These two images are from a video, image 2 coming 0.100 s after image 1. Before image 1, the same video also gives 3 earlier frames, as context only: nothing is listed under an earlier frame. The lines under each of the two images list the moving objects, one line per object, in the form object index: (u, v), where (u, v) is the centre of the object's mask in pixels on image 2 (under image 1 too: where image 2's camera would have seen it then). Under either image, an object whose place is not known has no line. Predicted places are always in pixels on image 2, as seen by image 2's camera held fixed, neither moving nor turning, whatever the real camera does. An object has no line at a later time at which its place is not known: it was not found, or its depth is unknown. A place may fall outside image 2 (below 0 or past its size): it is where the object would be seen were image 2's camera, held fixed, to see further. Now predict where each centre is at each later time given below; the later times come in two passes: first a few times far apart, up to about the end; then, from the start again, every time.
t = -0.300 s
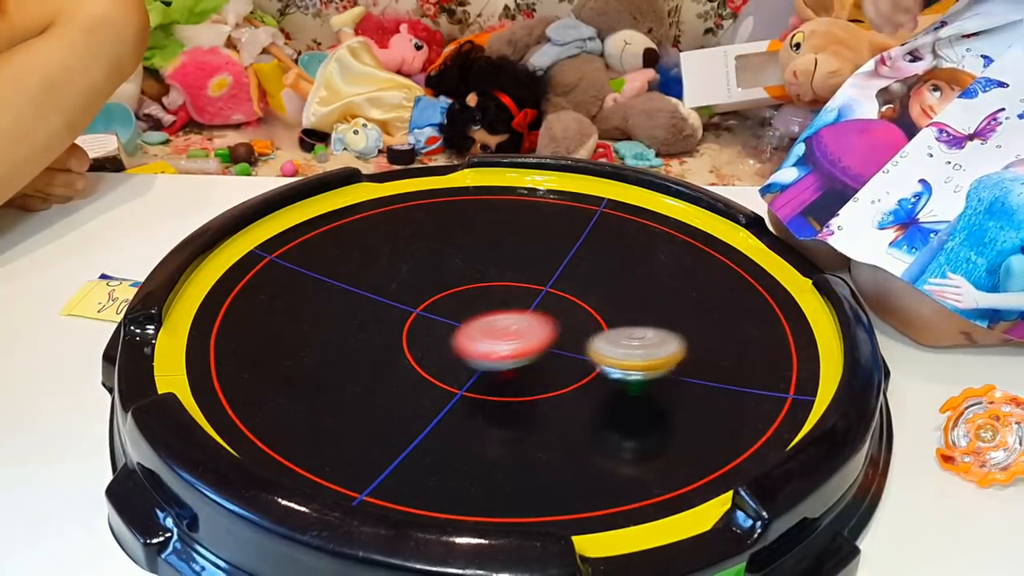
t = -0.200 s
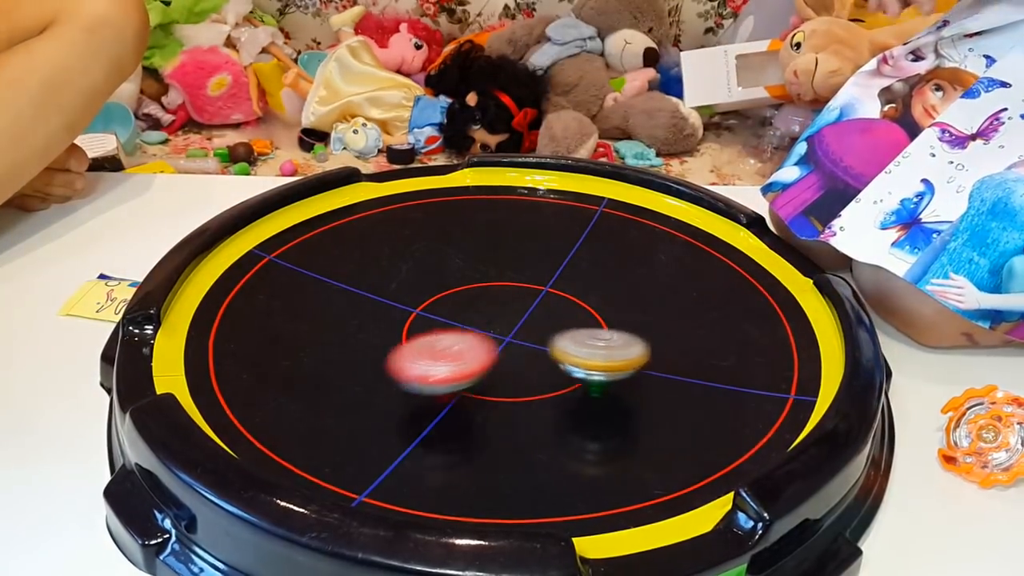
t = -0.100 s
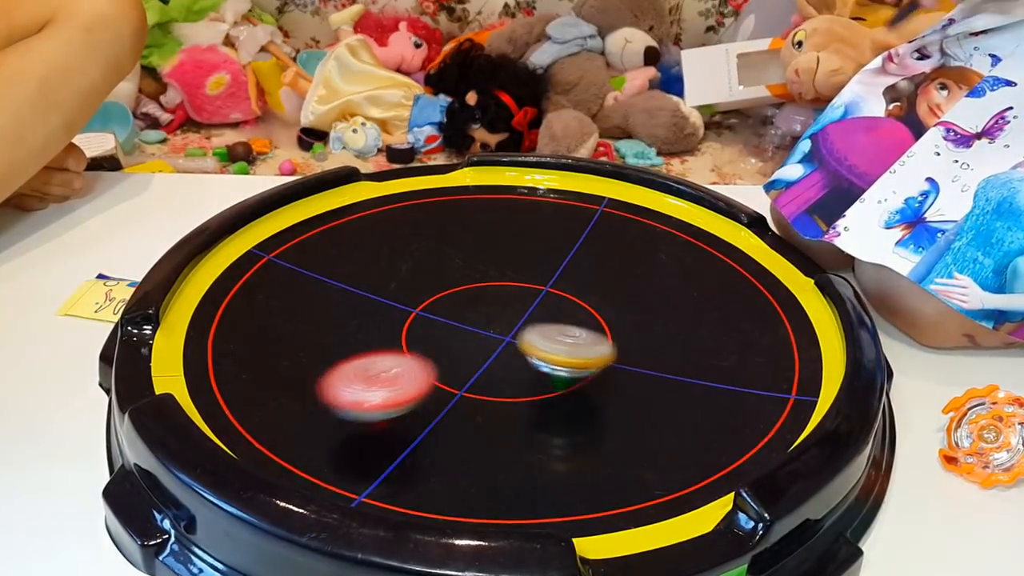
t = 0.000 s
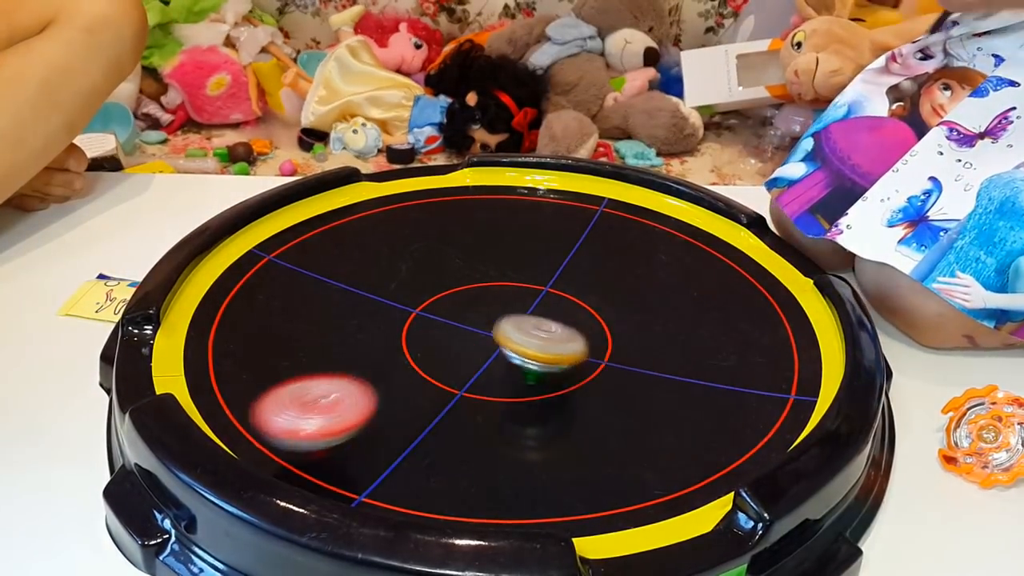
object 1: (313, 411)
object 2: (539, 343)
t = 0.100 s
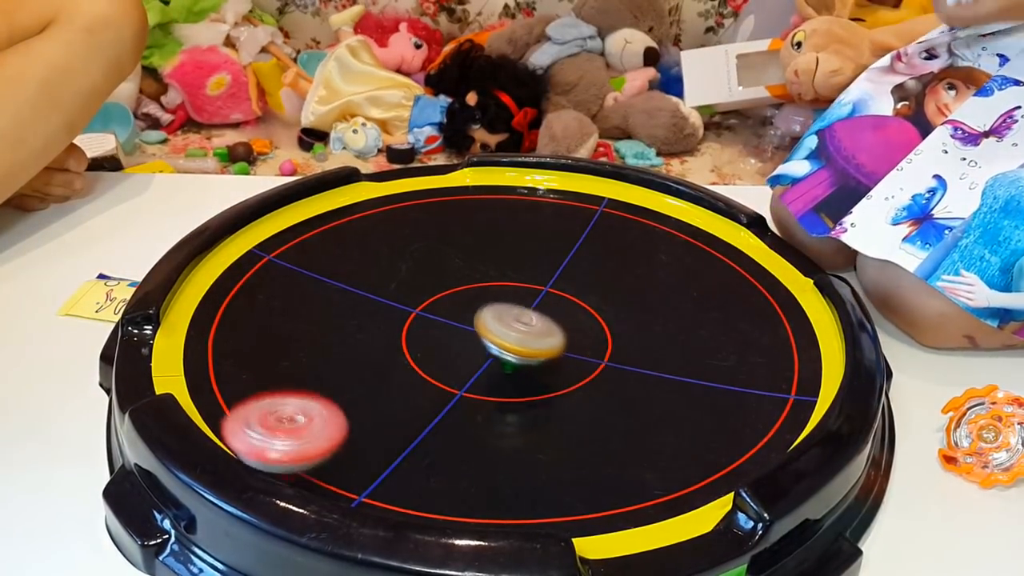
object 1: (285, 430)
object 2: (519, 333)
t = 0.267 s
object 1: (358, 409)
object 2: (495, 317)
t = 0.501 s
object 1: (409, 330)
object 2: (485, 296)
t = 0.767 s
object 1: (284, 279)
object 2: (630, 255)
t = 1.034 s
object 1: (244, 273)
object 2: (683, 257)
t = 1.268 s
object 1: (376, 280)
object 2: (684, 278)
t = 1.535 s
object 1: (527, 269)
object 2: (634, 305)
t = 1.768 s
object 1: (638, 245)
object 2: (572, 306)
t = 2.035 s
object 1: (718, 215)
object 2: (537, 291)
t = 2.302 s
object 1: (661, 244)
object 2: (551, 277)
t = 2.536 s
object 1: (726, 279)
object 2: (454, 289)
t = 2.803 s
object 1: (795, 299)
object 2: (372, 310)
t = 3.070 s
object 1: (705, 338)
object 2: (330, 304)
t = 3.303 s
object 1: (596, 374)
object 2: (332, 295)
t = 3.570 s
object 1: (456, 394)
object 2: (396, 293)
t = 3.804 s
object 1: (337, 387)
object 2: (481, 296)
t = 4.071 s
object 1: (245, 358)
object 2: (564, 309)
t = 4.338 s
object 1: (231, 341)
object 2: (614, 333)
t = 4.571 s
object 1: (309, 308)
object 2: (622, 356)
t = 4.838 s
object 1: (416, 270)
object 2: (592, 359)
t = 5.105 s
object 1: (518, 238)
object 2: (531, 338)
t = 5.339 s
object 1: (598, 222)
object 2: (486, 306)
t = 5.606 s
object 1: (674, 212)
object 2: (472, 273)
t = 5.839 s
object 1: (691, 221)
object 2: (489, 251)
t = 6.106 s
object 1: (678, 266)
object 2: (516, 247)
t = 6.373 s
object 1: (630, 321)
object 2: (532, 269)
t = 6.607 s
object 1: (565, 368)
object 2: (543, 305)
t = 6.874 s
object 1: (471, 404)
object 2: (530, 342)
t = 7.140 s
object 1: (381, 407)
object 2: (501, 365)
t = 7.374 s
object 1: (336, 381)
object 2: (483, 360)
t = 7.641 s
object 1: (322, 331)
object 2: (481, 329)
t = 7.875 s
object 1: (341, 290)
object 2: (495, 295)
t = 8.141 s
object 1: (392, 252)
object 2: (531, 271)
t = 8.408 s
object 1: (458, 231)
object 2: (567, 261)
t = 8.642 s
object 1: (525, 226)
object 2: (581, 263)
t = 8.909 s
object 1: (574, 211)
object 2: (571, 299)
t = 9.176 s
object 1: (593, 215)
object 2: (521, 301)
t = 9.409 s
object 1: (601, 243)
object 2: (514, 283)
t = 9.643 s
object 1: (641, 286)
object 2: (477, 267)
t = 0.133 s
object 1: (296, 434)
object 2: (513, 329)
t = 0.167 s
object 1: (312, 431)
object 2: (509, 326)
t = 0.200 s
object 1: (328, 426)
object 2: (504, 323)
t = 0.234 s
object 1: (344, 418)
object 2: (500, 320)
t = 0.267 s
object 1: (358, 409)
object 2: (495, 317)
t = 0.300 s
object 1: (369, 399)
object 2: (490, 313)
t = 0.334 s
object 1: (378, 388)
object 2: (488, 310)
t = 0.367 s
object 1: (387, 377)
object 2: (486, 307)
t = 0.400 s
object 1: (394, 364)
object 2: (486, 304)
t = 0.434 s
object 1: (401, 353)
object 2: (485, 301)
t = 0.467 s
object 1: (406, 341)
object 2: (484, 298)
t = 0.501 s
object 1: (409, 330)
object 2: (485, 296)
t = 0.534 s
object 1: (400, 320)
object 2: (495, 293)
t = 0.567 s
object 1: (378, 314)
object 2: (521, 285)
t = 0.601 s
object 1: (360, 308)
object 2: (546, 277)
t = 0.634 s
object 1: (343, 302)
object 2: (566, 271)
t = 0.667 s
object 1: (328, 295)
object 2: (584, 265)
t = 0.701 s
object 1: (313, 290)
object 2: (601, 260)
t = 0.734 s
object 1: (299, 284)
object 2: (617, 257)
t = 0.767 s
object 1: (284, 279)
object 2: (630, 255)
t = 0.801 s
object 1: (273, 275)
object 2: (641, 254)
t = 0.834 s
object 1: (262, 272)
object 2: (650, 253)
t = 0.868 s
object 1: (249, 268)
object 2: (658, 252)
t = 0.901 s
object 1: (237, 265)
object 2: (665, 253)
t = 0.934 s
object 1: (225, 263)
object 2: (672, 253)
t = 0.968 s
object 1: (220, 263)
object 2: (677, 255)
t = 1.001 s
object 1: (228, 267)
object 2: (680, 255)
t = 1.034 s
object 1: (244, 273)
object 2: (683, 257)
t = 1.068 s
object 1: (263, 277)
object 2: (685, 259)
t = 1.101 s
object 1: (277, 278)
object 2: (686, 262)
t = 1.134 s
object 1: (296, 279)
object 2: (687, 264)
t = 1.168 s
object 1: (315, 279)
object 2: (688, 267)
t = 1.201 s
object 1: (336, 280)
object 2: (688, 271)
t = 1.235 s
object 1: (355, 280)
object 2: (687, 274)
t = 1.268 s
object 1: (376, 280)
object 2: (684, 278)
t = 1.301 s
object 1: (395, 280)
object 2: (681, 282)
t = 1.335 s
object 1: (415, 279)
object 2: (676, 286)
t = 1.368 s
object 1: (434, 278)
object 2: (671, 291)
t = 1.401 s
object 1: (453, 277)
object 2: (664, 294)
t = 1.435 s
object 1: (472, 275)
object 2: (657, 297)
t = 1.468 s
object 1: (491, 273)
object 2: (650, 301)
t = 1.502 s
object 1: (510, 271)
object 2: (642, 303)
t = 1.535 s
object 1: (527, 269)
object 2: (634, 305)
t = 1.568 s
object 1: (545, 266)
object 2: (626, 307)
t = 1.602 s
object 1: (561, 262)
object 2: (617, 308)
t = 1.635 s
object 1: (577, 258)
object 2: (607, 308)
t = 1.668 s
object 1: (593, 255)
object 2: (598, 308)
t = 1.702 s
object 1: (608, 252)
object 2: (589, 308)
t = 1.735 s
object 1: (623, 249)
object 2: (580, 306)
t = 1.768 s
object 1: (638, 245)
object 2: (572, 306)
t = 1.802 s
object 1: (651, 241)
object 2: (565, 304)
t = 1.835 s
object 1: (663, 239)
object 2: (559, 303)
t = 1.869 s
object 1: (675, 236)
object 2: (553, 301)
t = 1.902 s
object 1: (687, 233)
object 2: (548, 299)
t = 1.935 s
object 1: (700, 228)
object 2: (544, 297)
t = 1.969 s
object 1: (708, 223)
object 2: (541, 295)
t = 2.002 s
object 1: (714, 219)
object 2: (538, 293)
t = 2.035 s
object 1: (718, 215)
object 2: (537, 291)
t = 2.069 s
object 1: (714, 212)
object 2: (535, 289)
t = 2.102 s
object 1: (707, 214)
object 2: (535, 287)
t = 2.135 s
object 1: (699, 216)
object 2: (537, 284)
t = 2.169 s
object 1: (691, 220)
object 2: (539, 282)
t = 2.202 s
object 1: (683, 225)
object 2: (541, 281)
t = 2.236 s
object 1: (674, 232)
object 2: (544, 280)
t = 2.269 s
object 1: (667, 238)
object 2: (547, 278)
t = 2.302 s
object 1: (661, 244)
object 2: (551, 277)
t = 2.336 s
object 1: (655, 250)
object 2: (555, 276)
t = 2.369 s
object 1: (647, 258)
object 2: (560, 276)
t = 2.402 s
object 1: (654, 264)
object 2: (550, 277)
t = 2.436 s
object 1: (677, 268)
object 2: (519, 280)
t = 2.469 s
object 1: (697, 271)
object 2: (493, 283)
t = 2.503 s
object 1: (713, 276)
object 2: (471, 286)
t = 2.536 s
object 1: (726, 279)
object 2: (454, 289)
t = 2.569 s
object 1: (739, 282)
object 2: (440, 292)
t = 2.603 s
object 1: (753, 285)
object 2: (427, 296)
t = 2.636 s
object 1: (766, 287)
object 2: (414, 299)
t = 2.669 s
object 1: (777, 289)
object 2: (404, 302)
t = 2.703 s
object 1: (786, 291)
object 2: (395, 305)
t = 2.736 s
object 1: (794, 293)
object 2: (386, 306)
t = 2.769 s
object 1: (798, 296)
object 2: (379, 308)
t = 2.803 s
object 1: (795, 299)
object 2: (372, 310)
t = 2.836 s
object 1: (788, 303)
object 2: (366, 311)
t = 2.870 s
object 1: (777, 307)
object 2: (360, 311)
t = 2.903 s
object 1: (766, 312)
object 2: (354, 311)
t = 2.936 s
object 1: (755, 316)
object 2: (348, 310)
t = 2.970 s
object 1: (744, 321)
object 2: (344, 309)
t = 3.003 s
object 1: (732, 326)
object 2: (339, 308)
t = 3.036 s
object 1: (719, 333)
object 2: (334, 306)
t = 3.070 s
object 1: (705, 338)
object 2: (330, 304)
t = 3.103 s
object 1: (690, 344)
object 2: (328, 303)
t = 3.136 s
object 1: (676, 349)
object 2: (326, 301)
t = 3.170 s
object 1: (661, 355)
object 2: (324, 300)
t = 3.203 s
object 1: (645, 360)
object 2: (325, 299)
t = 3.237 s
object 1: (628, 365)
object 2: (327, 297)
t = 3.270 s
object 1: (613, 369)
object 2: (329, 296)
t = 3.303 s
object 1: (596, 374)
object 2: (332, 295)
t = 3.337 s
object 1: (580, 378)
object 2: (336, 294)
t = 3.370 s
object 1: (562, 382)
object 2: (341, 294)
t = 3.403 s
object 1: (545, 385)
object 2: (347, 293)
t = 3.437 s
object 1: (529, 387)
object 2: (353, 293)
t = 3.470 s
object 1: (510, 389)
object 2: (363, 293)
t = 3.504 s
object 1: (493, 391)
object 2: (373, 293)
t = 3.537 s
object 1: (473, 393)
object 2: (384, 293)
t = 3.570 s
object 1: (456, 394)
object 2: (396, 293)
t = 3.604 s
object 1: (436, 394)
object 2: (408, 293)
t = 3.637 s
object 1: (419, 394)
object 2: (420, 293)
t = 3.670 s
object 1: (401, 393)
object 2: (432, 293)
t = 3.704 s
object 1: (385, 392)
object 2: (445, 294)
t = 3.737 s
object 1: (368, 391)
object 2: (458, 294)
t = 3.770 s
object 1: (352, 390)
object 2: (470, 295)
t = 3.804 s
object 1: (337, 387)
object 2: (481, 296)
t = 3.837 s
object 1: (322, 385)
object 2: (495, 297)
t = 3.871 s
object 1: (308, 382)
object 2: (507, 299)
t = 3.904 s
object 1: (296, 379)
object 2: (518, 300)
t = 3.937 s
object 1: (284, 375)
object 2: (528, 302)
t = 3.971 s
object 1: (273, 371)
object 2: (538, 304)
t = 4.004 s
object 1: (263, 367)
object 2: (548, 305)
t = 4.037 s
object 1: (254, 363)
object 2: (555, 306)
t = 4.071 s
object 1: (245, 358)
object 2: (564, 309)
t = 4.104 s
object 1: (238, 354)
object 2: (572, 311)
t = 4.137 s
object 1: (231, 350)
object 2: (580, 314)
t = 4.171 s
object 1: (224, 346)
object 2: (586, 317)
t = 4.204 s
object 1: (219, 344)
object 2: (594, 320)
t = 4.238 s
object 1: (218, 343)
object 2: (601, 323)
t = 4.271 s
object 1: (219, 342)
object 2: (605, 326)
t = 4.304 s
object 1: (224, 342)
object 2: (610, 329)
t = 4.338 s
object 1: (231, 341)
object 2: (614, 333)
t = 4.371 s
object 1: (239, 337)
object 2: (616, 337)
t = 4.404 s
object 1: (248, 332)
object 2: (620, 341)
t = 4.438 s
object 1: (260, 328)
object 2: (622, 345)
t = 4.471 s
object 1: (272, 323)
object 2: (623, 348)
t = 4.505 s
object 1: (284, 318)
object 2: (623, 351)
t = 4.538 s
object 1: (297, 313)
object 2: (623, 354)
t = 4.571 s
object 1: (309, 308)
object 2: (622, 356)
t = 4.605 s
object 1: (323, 302)
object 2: (620, 357)
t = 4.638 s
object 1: (336, 297)
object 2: (618, 359)
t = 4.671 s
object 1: (349, 292)
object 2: (615, 361)
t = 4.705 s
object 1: (364, 287)
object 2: (611, 361)
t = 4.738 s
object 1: (377, 283)
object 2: (607, 362)
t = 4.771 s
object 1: (390, 279)
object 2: (603, 361)
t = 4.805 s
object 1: (403, 274)
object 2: (598, 361)
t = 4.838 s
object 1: (416, 270)
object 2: (592, 359)
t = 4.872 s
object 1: (430, 266)
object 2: (585, 358)
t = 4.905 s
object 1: (442, 261)
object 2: (577, 356)
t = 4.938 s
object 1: (455, 257)
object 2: (568, 353)
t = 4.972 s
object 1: (468, 253)
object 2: (561, 351)
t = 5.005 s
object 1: (481, 249)
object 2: (553, 349)
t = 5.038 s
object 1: (493, 246)
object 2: (546, 345)
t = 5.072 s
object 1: (506, 242)
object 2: (539, 342)
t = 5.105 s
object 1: (518, 238)
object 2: (531, 338)
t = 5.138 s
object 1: (530, 236)
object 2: (523, 334)
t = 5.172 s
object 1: (541, 232)
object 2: (516, 329)
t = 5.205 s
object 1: (553, 230)
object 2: (509, 325)
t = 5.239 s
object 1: (565, 227)
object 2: (502, 320)
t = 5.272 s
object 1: (576, 225)
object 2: (497, 315)
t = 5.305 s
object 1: (587, 223)
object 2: (491, 310)
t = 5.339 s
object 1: (598, 222)
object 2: (486, 306)
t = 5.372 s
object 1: (609, 221)
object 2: (482, 300)
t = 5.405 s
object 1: (620, 219)
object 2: (478, 295)
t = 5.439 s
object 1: (629, 218)
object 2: (475, 291)
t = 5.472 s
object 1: (639, 217)
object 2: (472, 288)
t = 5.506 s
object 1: (649, 214)
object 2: (472, 284)
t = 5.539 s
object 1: (658, 213)
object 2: (471, 280)
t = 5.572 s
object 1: (666, 212)
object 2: (471, 277)
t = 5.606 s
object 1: (674, 212)
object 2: (472, 273)
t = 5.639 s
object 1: (681, 212)
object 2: (474, 269)
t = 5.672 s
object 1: (685, 213)
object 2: (476, 266)
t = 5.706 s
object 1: (688, 213)
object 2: (478, 263)
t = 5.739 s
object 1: (690, 215)
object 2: (481, 259)
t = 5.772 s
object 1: (692, 216)
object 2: (484, 256)
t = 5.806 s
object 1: (692, 218)
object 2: (487, 253)
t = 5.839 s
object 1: (691, 221)
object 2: (489, 251)
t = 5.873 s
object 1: (690, 225)
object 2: (491, 250)
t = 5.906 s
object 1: (688, 231)
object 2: (496, 249)
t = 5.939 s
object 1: (686, 237)
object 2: (500, 247)
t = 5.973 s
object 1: (685, 243)
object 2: (505, 247)
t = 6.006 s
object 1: (683, 248)
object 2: (509, 246)
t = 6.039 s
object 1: (682, 254)
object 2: (511, 246)
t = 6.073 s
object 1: (681, 259)
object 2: (513, 246)
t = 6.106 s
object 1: (678, 266)
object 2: (516, 247)
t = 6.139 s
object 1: (674, 272)
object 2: (517, 248)
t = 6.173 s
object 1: (670, 279)
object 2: (520, 250)
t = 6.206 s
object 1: (665, 286)
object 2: (521, 251)
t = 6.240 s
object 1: (658, 293)
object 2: (524, 254)
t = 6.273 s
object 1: (652, 300)
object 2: (525, 256)
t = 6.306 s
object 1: (646, 306)
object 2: (527, 261)
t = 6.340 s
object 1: (639, 314)
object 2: (530, 265)
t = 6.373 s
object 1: (630, 321)
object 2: (532, 269)
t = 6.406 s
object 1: (622, 328)
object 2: (535, 274)
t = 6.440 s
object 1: (614, 335)
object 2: (537, 279)
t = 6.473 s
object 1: (605, 341)
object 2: (538, 284)
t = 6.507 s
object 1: (596, 348)
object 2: (540, 290)
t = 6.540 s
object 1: (586, 356)
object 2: (541, 294)
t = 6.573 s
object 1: (575, 362)
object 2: (542, 300)
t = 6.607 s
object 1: (565, 368)
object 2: (543, 305)
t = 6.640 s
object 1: (554, 374)
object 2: (542, 310)
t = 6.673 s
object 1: (543, 379)
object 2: (541, 316)
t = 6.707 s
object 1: (532, 385)
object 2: (540, 320)
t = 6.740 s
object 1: (519, 390)
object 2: (539, 325)
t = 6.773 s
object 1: (507, 394)
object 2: (538, 329)
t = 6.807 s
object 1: (495, 398)
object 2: (535, 333)
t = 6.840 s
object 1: (483, 401)
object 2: (533, 338)
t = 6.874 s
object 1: (471, 404)
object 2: (530, 342)
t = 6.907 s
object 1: (459, 407)
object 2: (526, 347)
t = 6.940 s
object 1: (446, 408)
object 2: (523, 350)
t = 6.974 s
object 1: (434, 410)
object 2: (519, 354)
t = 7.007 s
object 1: (422, 411)
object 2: (517, 357)
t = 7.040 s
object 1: (411, 411)
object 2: (513, 359)
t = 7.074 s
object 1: (400, 411)
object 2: (509, 361)
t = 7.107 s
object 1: (390, 409)
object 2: (505, 363)
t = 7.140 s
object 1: (381, 407)
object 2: (501, 365)
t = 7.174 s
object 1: (372, 405)
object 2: (496, 365)
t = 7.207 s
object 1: (364, 402)
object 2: (494, 365)
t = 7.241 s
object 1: (356, 399)
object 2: (492, 365)
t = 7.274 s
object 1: (350, 395)
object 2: (489, 364)
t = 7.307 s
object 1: (345, 391)
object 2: (486, 363)
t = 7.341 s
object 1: (340, 386)
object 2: (485, 362)
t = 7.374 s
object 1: (336, 381)
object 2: (483, 360)
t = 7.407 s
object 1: (332, 375)
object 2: (483, 358)
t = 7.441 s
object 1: (329, 369)
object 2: (481, 356)
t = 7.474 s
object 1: (327, 363)
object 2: (482, 353)
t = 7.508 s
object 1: (325, 357)
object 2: (481, 348)
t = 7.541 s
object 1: (323, 350)
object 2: (482, 344)
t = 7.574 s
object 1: (322, 344)
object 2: (481, 338)
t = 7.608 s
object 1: (322, 337)
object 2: (482, 334)
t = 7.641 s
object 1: (322, 331)
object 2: (481, 329)
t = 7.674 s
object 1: (323, 325)
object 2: (483, 324)
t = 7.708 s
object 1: (324, 319)
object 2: (484, 319)
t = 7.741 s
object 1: (326, 314)
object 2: (486, 314)
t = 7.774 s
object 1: (329, 308)
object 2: (488, 309)
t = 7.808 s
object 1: (333, 302)
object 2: (490, 304)
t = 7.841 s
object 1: (336, 296)
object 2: (493, 299)
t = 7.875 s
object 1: (341, 290)
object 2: (495, 295)
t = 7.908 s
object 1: (346, 284)
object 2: (499, 292)
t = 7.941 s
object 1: (352, 279)
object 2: (502, 289)
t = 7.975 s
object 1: (358, 274)
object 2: (506, 286)
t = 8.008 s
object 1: (364, 269)
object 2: (510, 282)
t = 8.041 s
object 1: (371, 265)
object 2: (515, 280)
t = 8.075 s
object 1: (377, 260)
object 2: (520, 277)
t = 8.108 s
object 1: (384, 257)
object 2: (526, 274)
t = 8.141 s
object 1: (392, 252)
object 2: (531, 271)
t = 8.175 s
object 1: (399, 249)
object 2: (536, 268)
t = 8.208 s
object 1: (408, 245)
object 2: (541, 267)
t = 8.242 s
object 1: (416, 242)
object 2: (545, 266)
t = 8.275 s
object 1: (424, 239)
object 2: (551, 264)
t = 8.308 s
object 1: (433, 237)
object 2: (555, 263)
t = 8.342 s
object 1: (441, 234)
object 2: (561, 263)
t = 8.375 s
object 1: (450, 232)
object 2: (563, 261)
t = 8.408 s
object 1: (458, 231)
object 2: (567, 261)
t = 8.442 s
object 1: (468, 229)
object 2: (571, 261)
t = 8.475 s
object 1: (477, 228)
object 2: (575, 261)
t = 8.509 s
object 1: (486, 227)
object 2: (578, 261)
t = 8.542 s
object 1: (496, 227)
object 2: (580, 262)
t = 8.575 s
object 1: (506, 227)
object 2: (581, 261)
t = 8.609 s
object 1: (515, 227)
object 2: (581, 263)
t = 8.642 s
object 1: (525, 226)
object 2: (581, 263)
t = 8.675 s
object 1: (534, 226)
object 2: (581, 266)
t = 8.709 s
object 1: (541, 224)
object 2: (582, 271)
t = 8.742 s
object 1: (548, 221)
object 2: (582, 278)
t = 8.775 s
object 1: (553, 218)
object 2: (583, 283)
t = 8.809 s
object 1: (559, 216)
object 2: (581, 288)
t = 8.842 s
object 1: (564, 214)
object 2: (578, 292)
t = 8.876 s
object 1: (569, 213)
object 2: (575, 296)
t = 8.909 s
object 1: (574, 211)
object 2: (571, 299)
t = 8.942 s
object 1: (578, 210)
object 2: (565, 302)
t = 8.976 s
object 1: (581, 208)
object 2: (559, 304)
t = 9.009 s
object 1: (584, 208)
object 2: (552, 305)
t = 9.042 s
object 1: (586, 208)
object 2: (546, 305)
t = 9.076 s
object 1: (588, 210)
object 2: (538, 306)
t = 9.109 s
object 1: (590, 211)
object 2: (532, 305)
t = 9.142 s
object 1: (592, 213)
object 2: (526, 303)
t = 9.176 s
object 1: (593, 215)
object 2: (521, 301)
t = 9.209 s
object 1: (595, 218)
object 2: (517, 299)
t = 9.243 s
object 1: (597, 221)
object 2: (515, 296)
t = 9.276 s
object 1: (598, 224)
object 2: (513, 294)
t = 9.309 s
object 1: (599, 228)
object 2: (512, 291)
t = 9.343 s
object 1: (599, 233)
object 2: (512, 288)
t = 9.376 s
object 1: (600, 238)
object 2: (512, 285)
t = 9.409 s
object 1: (601, 243)
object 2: (514, 283)
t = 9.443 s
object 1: (601, 248)
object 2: (516, 280)
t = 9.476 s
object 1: (601, 253)
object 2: (520, 279)
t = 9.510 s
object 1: (602, 259)
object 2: (521, 277)
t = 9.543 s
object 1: (615, 267)
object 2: (510, 273)
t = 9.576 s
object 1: (627, 274)
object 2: (495, 270)
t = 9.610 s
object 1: (635, 281)
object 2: (484, 268)
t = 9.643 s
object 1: (641, 286)
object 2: (477, 267)
